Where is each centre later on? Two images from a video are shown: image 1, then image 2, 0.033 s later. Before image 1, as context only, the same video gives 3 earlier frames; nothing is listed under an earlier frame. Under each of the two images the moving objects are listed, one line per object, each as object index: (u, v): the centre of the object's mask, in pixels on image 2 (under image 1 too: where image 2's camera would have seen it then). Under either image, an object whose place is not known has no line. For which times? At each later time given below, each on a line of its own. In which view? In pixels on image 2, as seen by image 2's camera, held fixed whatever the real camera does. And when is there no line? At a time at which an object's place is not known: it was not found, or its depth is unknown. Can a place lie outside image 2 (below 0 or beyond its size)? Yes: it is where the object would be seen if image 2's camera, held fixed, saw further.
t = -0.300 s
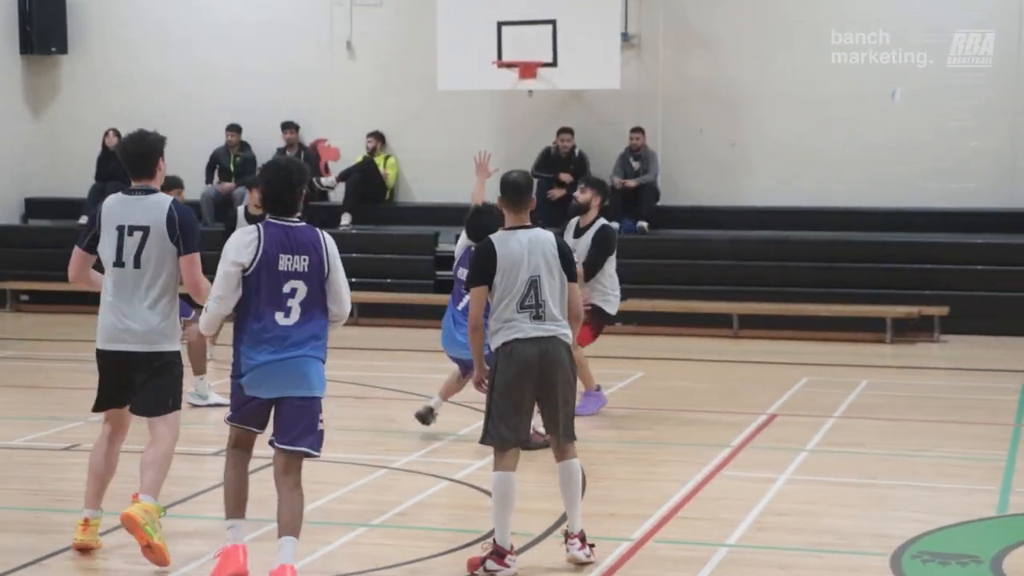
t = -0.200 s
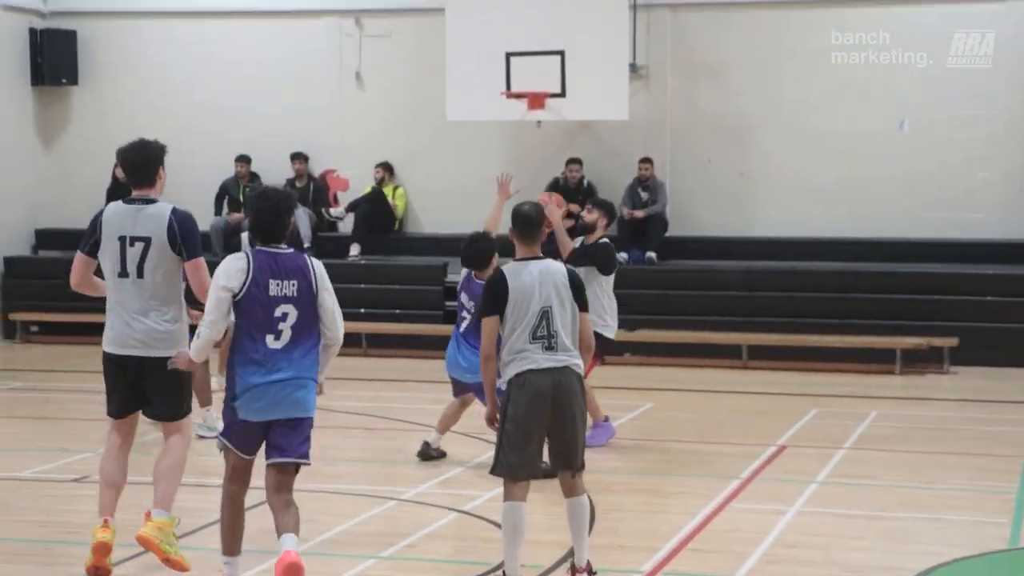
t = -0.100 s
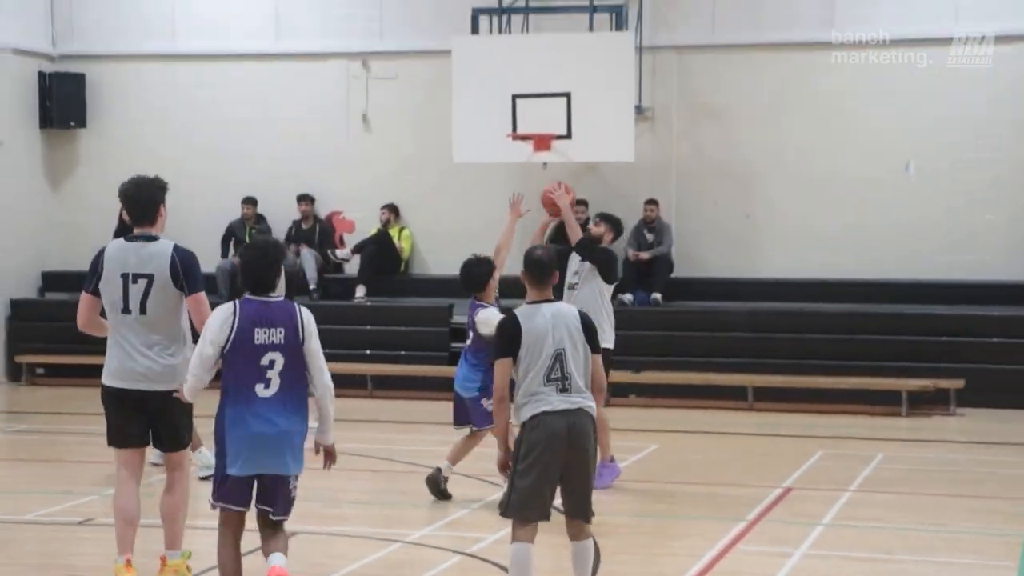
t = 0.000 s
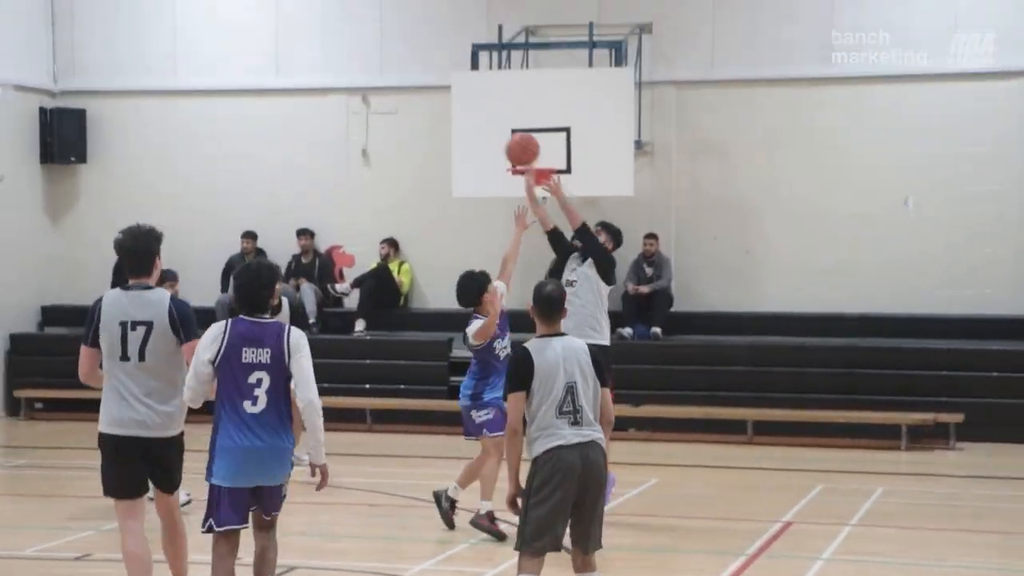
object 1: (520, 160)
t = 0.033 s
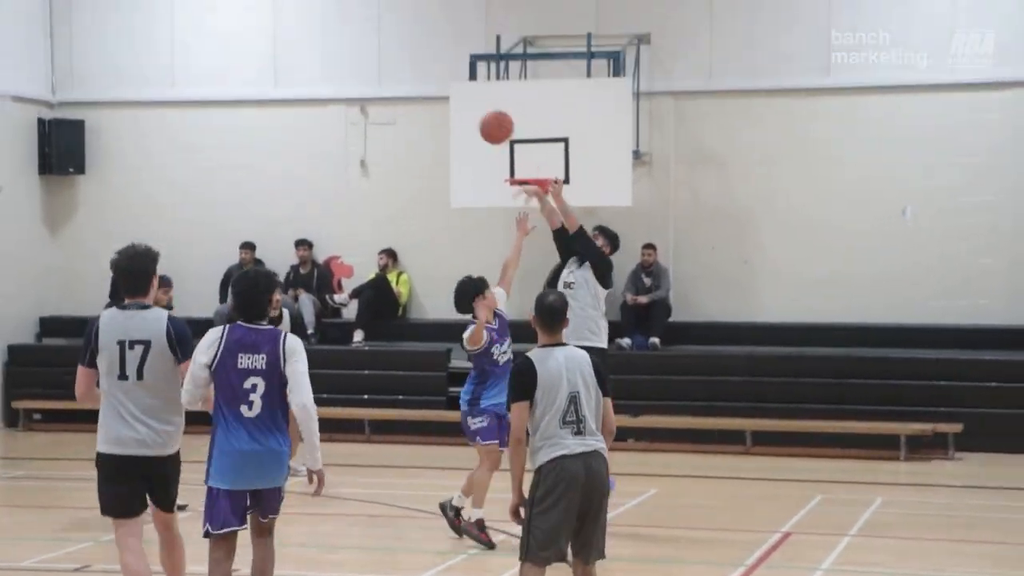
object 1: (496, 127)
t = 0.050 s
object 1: (484, 111)
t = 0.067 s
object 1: (472, 95)
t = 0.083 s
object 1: (460, 80)
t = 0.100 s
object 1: (447, 65)
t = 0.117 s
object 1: (435, 50)
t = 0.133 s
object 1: (422, 35)
